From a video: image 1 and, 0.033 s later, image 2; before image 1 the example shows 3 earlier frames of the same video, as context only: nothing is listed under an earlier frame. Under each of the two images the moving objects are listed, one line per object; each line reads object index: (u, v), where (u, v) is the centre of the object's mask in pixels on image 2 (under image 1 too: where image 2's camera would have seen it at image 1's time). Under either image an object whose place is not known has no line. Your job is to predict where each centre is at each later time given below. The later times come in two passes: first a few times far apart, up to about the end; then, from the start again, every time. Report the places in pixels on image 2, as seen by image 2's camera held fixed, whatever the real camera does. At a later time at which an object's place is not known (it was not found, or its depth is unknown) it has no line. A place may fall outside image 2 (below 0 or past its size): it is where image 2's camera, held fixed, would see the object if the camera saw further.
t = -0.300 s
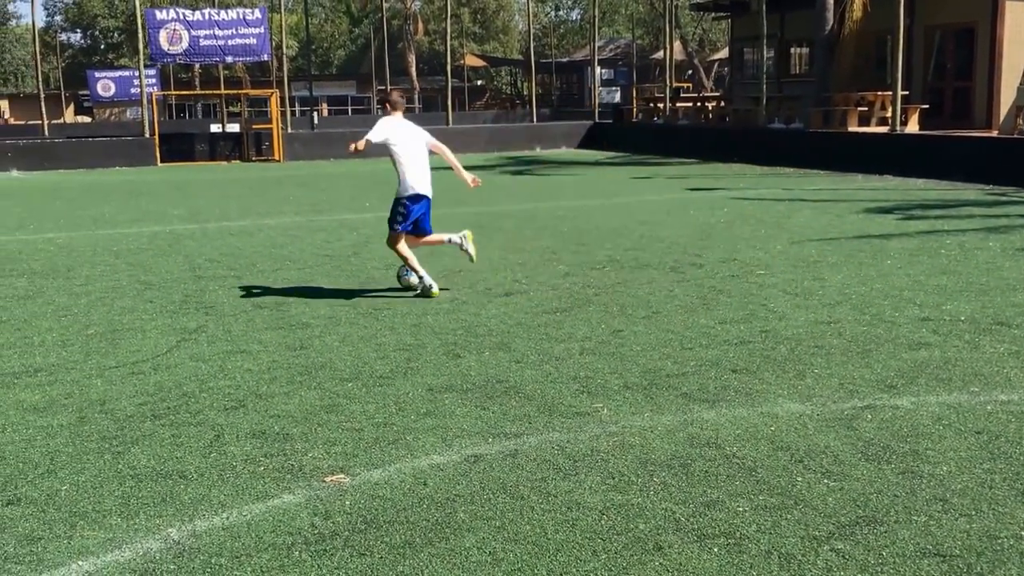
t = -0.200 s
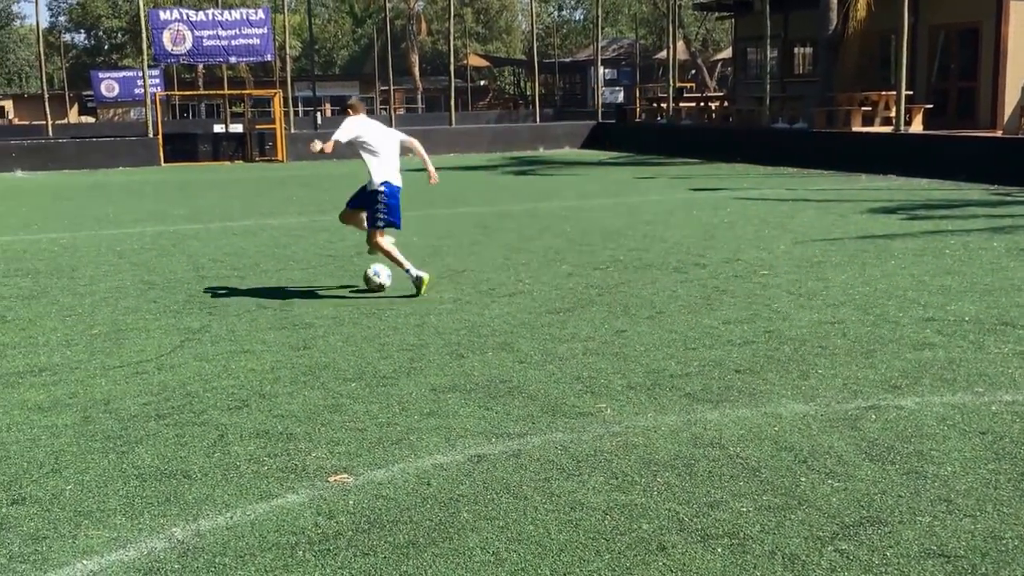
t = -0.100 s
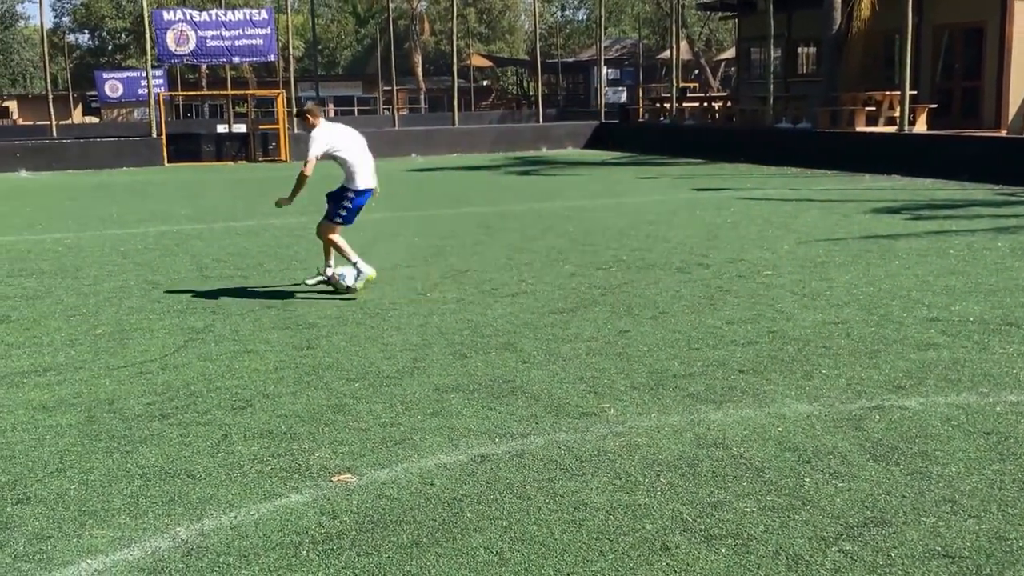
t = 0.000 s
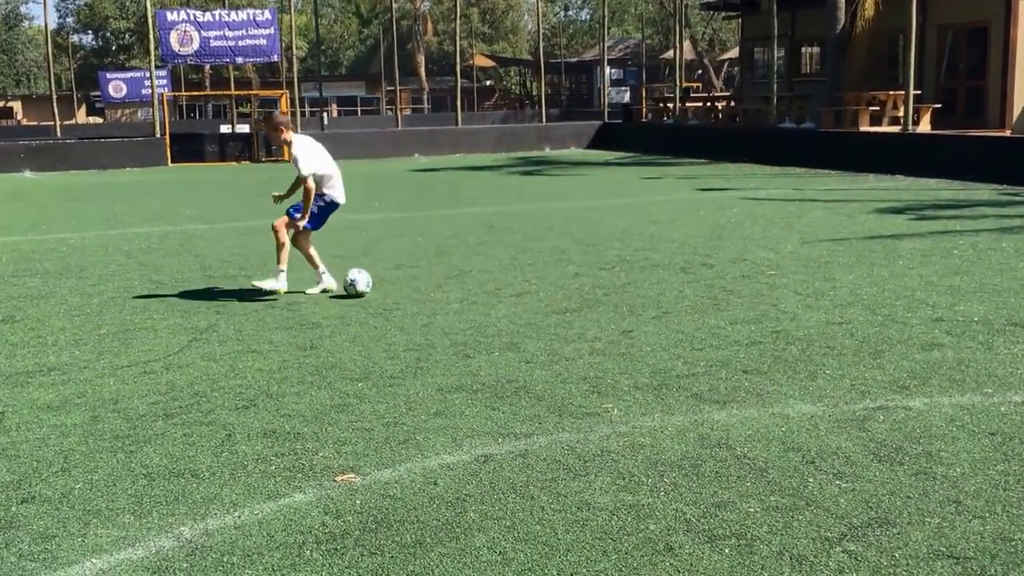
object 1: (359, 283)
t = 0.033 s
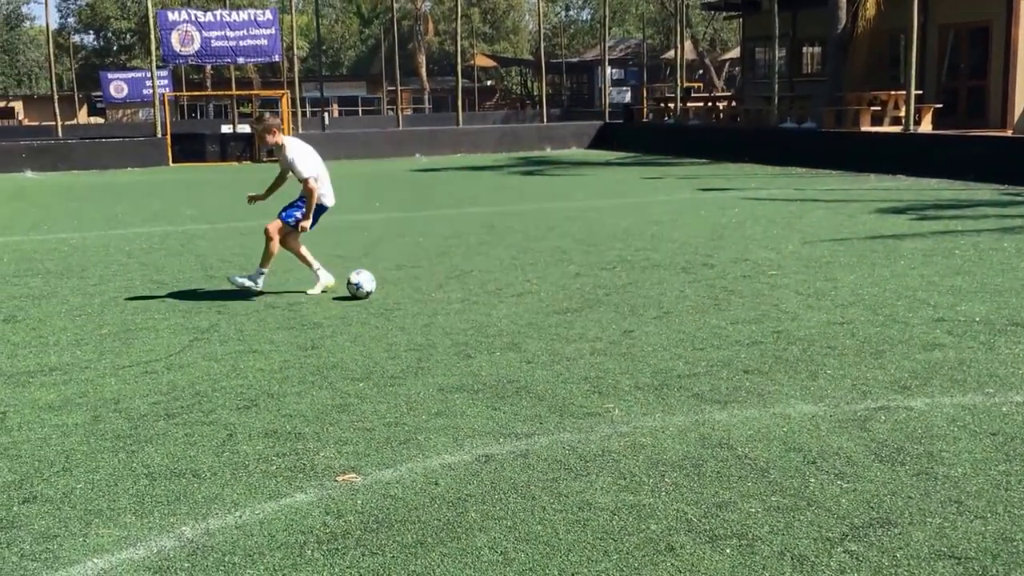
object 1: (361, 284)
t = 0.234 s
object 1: (366, 291)
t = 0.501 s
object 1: (354, 299)
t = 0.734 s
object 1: (344, 305)
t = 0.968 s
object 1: (334, 312)
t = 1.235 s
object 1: (324, 319)
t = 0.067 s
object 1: (363, 285)
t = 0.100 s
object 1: (365, 286)
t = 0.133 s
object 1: (366, 287)
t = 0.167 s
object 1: (366, 289)
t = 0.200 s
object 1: (366, 290)
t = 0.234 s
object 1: (366, 291)
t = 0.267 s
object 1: (365, 292)
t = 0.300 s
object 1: (363, 293)
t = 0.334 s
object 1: (362, 294)
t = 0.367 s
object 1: (360, 295)
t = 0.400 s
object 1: (359, 296)
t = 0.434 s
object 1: (357, 297)
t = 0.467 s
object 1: (356, 298)
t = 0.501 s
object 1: (354, 299)
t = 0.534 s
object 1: (353, 300)
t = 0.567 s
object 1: (352, 301)
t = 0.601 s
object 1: (350, 302)
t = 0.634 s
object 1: (348, 302)
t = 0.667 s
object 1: (347, 304)
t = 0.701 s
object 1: (346, 304)
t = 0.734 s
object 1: (344, 305)
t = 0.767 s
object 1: (343, 307)
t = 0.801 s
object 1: (341, 307)
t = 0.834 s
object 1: (340, 308)
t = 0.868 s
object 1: (338, 309)
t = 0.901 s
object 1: (337, 310)
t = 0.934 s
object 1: (335, 312)
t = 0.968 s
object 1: (334, 312)
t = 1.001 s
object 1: (333, 313)
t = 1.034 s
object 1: (331, 314)
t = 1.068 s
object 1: (330, 315)
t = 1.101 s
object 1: (329, 315)
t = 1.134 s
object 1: (327, 317)
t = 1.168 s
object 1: (326, 317)
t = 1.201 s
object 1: (325, 318)
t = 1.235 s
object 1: (324, 319)
